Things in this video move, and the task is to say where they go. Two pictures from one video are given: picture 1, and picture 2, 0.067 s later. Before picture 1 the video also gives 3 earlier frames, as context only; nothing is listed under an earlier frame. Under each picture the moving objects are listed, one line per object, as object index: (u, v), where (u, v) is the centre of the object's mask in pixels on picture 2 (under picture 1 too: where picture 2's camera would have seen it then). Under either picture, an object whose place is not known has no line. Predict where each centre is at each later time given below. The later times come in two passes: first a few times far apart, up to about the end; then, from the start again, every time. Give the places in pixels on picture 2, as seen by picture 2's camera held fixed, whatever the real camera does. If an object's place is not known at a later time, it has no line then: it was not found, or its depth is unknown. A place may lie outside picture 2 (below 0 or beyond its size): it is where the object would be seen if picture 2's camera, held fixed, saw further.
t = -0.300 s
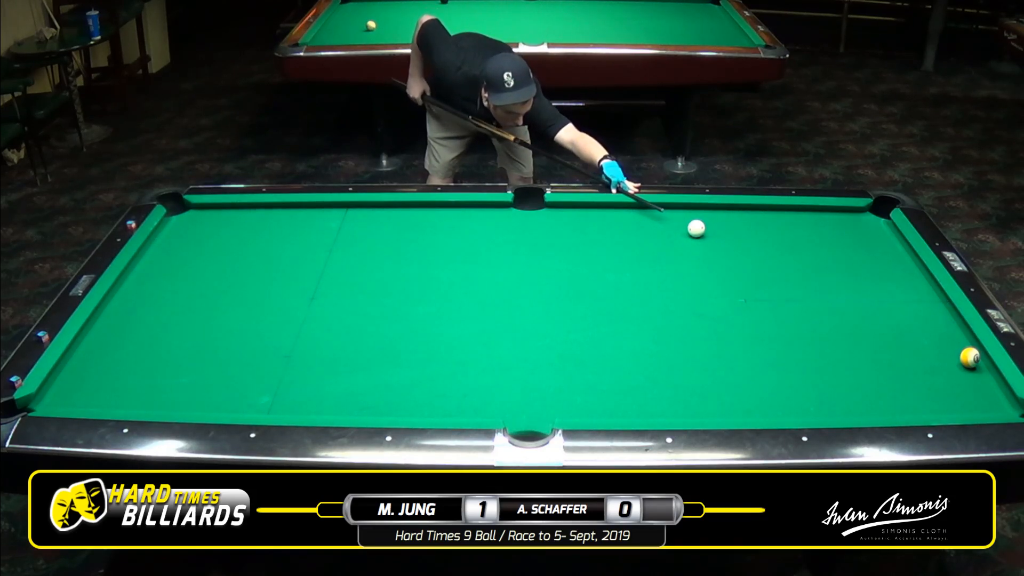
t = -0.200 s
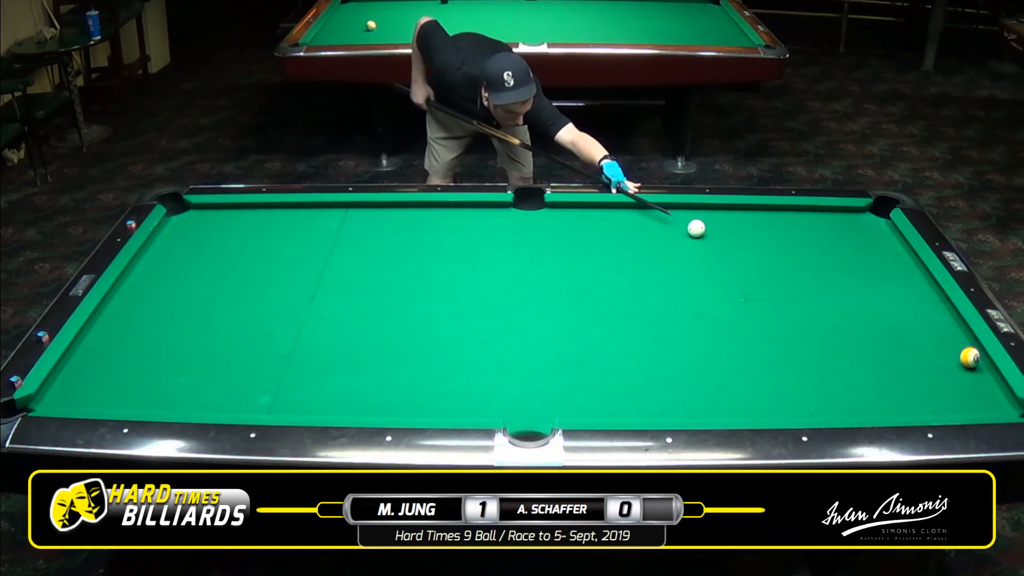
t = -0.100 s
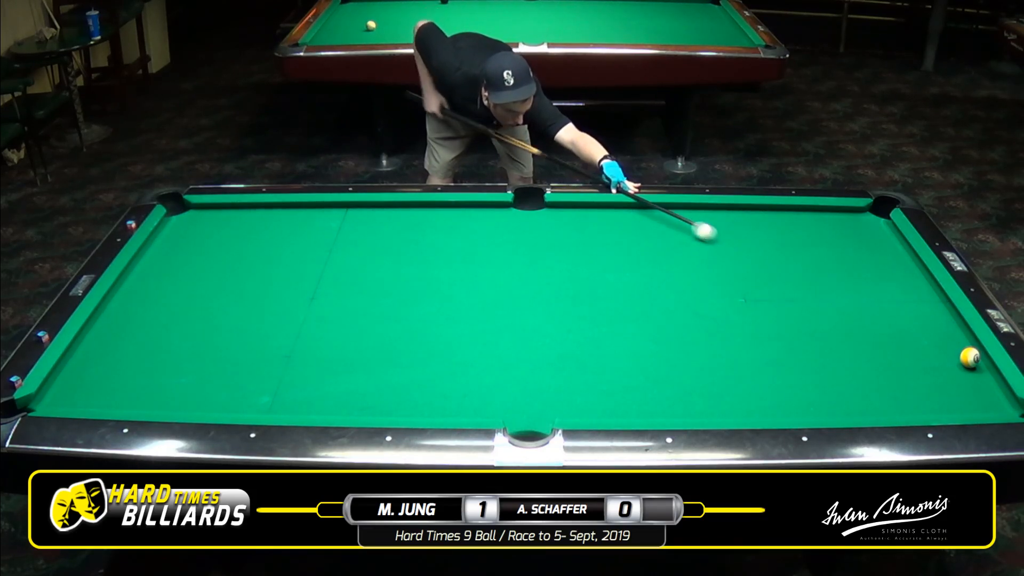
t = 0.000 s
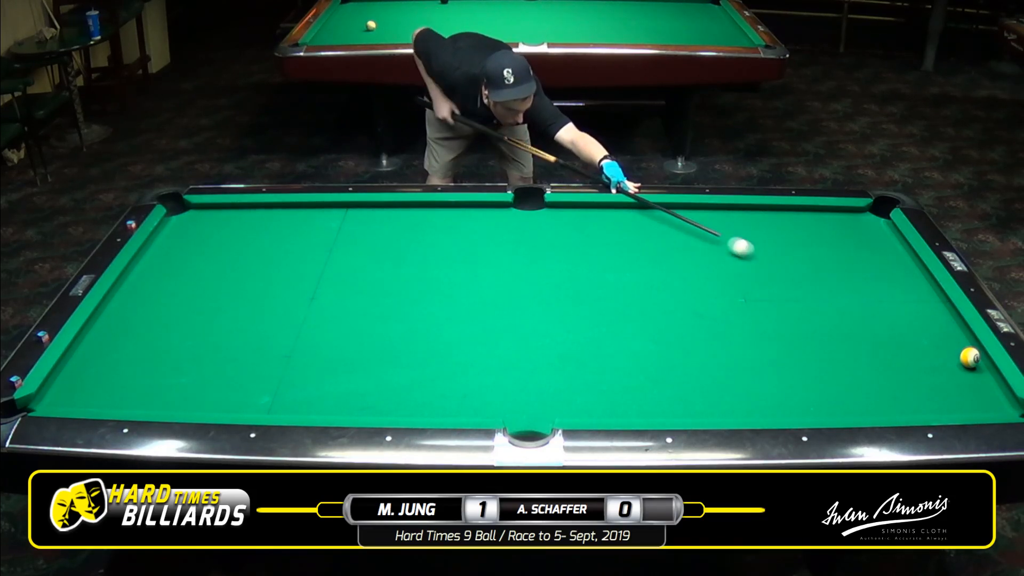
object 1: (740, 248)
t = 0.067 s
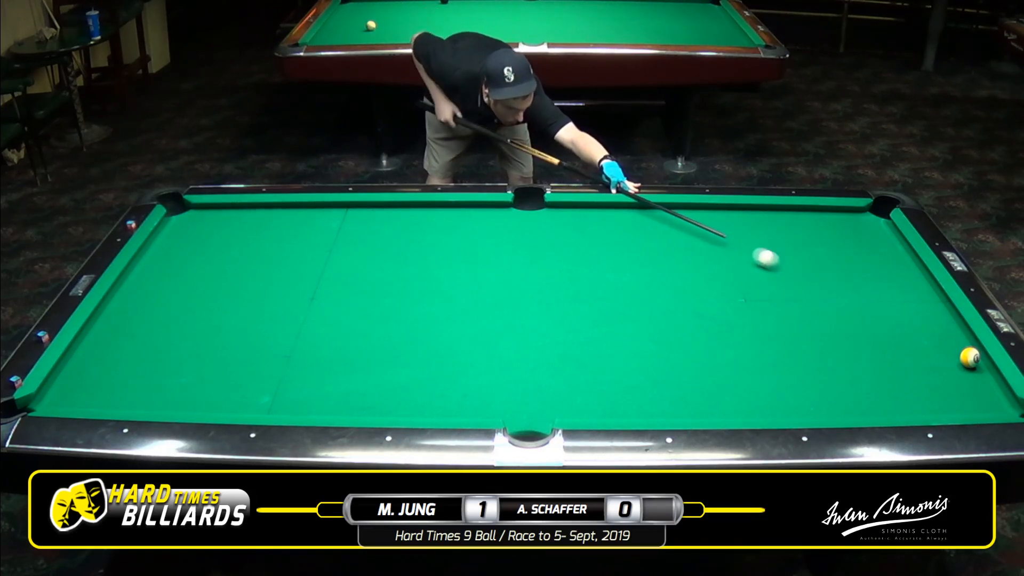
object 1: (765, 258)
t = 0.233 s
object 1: (831, 287)
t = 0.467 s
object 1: (930, 332)
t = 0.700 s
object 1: (959, 347)
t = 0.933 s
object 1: (928, 351)
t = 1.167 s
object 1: (897, 355)
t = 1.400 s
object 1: (866, 358)
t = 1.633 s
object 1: (837, 362)
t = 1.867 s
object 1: (808, 365)
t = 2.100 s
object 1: (780, 369)
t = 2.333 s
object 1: (753, 371)
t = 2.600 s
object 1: (723, 375)
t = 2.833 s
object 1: (699, 379)
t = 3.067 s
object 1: (675, 382)
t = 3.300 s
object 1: (654, 384)
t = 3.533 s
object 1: (633, 387)
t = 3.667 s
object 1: (623, 389)
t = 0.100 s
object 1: (778, 264)
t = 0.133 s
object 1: (791, 270)
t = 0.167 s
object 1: (804, 276)
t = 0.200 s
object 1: (818, 282)
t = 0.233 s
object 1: (831, 287)
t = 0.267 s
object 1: (844, 294)
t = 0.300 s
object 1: (859, 300)
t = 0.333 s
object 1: (872, 306)
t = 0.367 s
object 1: (886, 312)
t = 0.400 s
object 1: (901, 319)
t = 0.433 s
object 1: (915, 326)
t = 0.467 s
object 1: (930, 332)
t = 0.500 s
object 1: (944, 339)
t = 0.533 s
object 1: (955, 343)
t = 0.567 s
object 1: (966, 345)
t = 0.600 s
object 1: (973, 346)
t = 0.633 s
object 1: (968, 346)
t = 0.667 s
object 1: (963, 347)
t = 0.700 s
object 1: (959, 347)
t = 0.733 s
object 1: (954, 348)
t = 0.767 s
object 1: (950, 348)
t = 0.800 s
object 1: (945, 349)
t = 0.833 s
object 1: (941, 350)
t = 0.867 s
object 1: (936, 350)
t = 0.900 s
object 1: (932, 351)
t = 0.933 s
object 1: (928, 351)
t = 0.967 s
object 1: (923, 352)
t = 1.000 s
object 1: (918, 352)
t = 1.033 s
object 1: (914, 353)
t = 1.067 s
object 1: (910, 353)
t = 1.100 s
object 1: (905, 354)
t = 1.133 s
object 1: (901, 354)
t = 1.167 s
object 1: (897, 355)
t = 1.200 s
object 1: (893, 355)
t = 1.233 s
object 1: (888, 356)
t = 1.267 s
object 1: (884, 356)
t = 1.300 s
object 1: (880, 357)
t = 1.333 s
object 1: (875, 357)
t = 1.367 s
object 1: (871, 358)
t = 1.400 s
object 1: (866, 358)
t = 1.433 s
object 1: (862, 359)
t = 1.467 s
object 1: (858, 360)
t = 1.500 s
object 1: (854, 360)
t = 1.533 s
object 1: (850, 361)
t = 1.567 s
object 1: (845, 361)
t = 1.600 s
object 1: (841, 362)
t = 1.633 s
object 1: (837, 362)
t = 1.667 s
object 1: (833, 363)
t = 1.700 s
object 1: (828, 363)
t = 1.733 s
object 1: (824, 364)
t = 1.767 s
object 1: (820, 364)
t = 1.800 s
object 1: (816, 364)
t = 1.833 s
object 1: (812, 365)
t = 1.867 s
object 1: (808, 365)
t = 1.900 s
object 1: (804, 366)
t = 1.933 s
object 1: (800, 366)
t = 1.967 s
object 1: (796, 367)
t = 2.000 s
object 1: (792, 367)
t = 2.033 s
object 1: (788, 368)
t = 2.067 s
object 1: (784, 368)
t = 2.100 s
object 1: (780, 369)
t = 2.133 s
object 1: (776, 369)
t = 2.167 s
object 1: (772, 369)
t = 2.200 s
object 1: (768, 370)
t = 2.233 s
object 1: (764, 370)
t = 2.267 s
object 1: (760, 371)
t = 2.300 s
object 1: (757, 371)
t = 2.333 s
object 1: (753, 371)
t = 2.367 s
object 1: (749, 372)
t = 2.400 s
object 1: (745, 372)
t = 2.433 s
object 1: (741, 373)
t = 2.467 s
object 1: (738, 374)
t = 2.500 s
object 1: (734, 374)
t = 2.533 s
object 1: (730, 374)
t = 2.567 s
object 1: (727, 375)
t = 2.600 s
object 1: (723, 375)
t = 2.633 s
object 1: (720, 376)
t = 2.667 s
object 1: (716, 376)
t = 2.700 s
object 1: (713, 377)
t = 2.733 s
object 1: (709, 377)
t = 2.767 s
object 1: (705, 378)
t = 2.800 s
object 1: (702, 378)
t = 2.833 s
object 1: (699, 379)
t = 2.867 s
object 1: (695, 379)
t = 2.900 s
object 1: (692, 380)
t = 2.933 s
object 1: (689, 380)
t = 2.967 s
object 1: (685, 380)
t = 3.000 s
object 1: (682, 381)
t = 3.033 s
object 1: (679, 381)
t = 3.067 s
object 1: (675, 382)
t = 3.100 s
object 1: (672, 382)
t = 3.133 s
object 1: (669, 382)
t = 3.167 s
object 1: (666, 383)
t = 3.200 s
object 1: (663, 383)
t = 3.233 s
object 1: (660, 384)
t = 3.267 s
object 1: (657, 384)
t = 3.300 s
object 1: (654, 384)
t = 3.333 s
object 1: (651, 385)
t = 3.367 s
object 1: (648, 385)
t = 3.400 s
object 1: (645, 386)
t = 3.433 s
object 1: (642, 386)
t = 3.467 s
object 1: (639, 386)
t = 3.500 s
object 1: (636, 387)
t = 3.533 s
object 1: (633, 387)
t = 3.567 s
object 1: (631, 388)
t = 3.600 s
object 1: (628, 388)
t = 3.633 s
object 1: (625, 388)
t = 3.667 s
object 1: (623, 389)
